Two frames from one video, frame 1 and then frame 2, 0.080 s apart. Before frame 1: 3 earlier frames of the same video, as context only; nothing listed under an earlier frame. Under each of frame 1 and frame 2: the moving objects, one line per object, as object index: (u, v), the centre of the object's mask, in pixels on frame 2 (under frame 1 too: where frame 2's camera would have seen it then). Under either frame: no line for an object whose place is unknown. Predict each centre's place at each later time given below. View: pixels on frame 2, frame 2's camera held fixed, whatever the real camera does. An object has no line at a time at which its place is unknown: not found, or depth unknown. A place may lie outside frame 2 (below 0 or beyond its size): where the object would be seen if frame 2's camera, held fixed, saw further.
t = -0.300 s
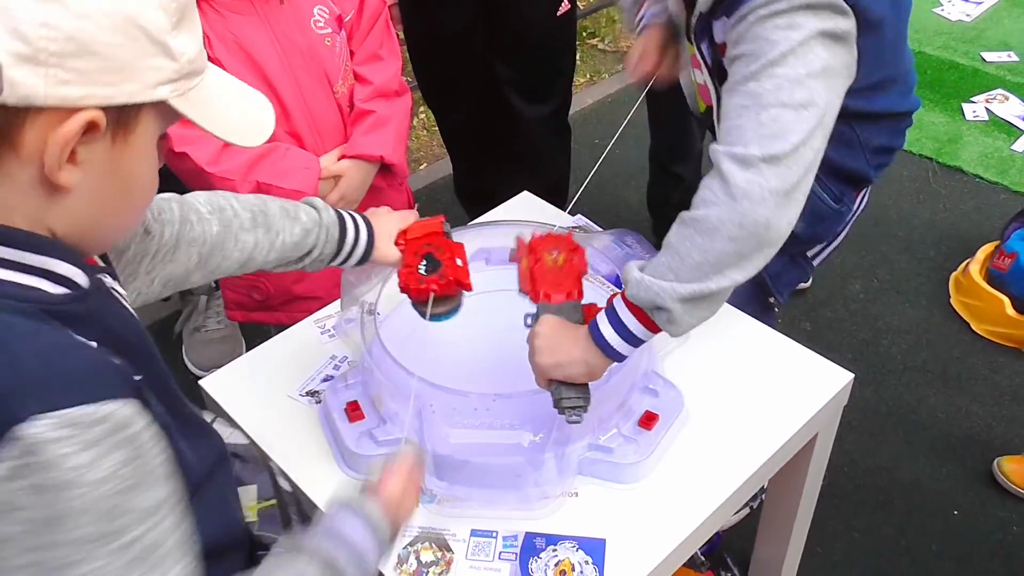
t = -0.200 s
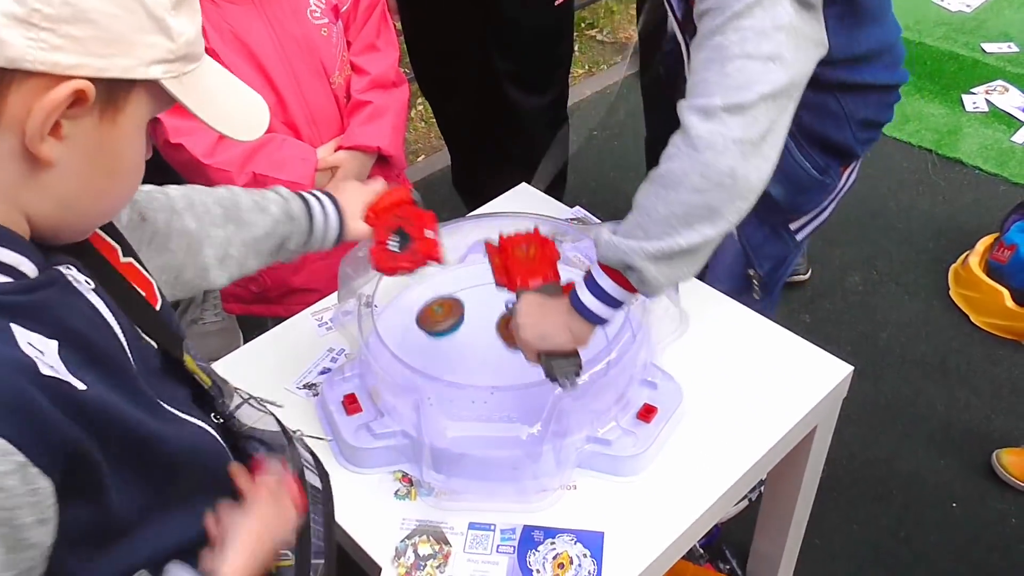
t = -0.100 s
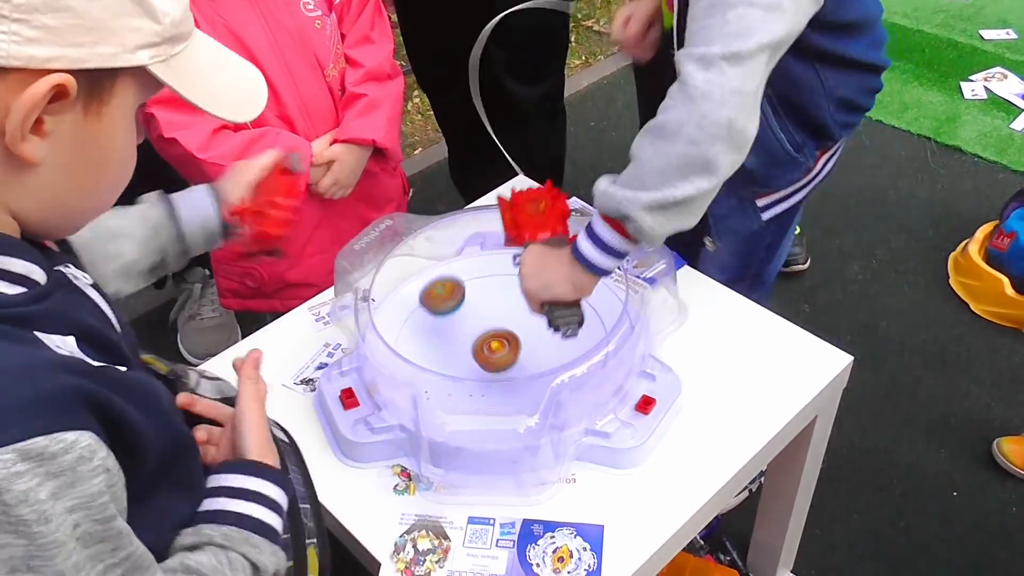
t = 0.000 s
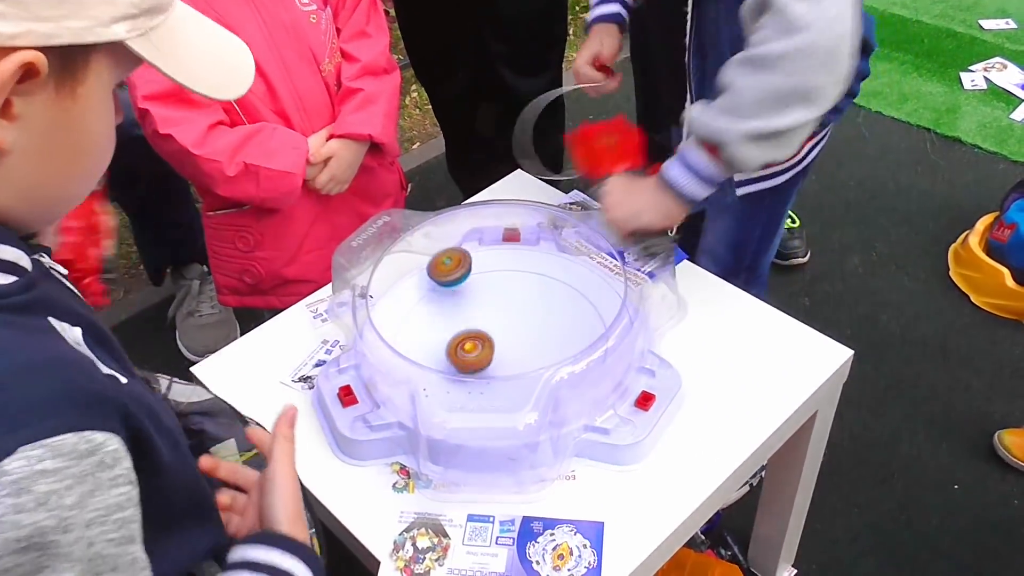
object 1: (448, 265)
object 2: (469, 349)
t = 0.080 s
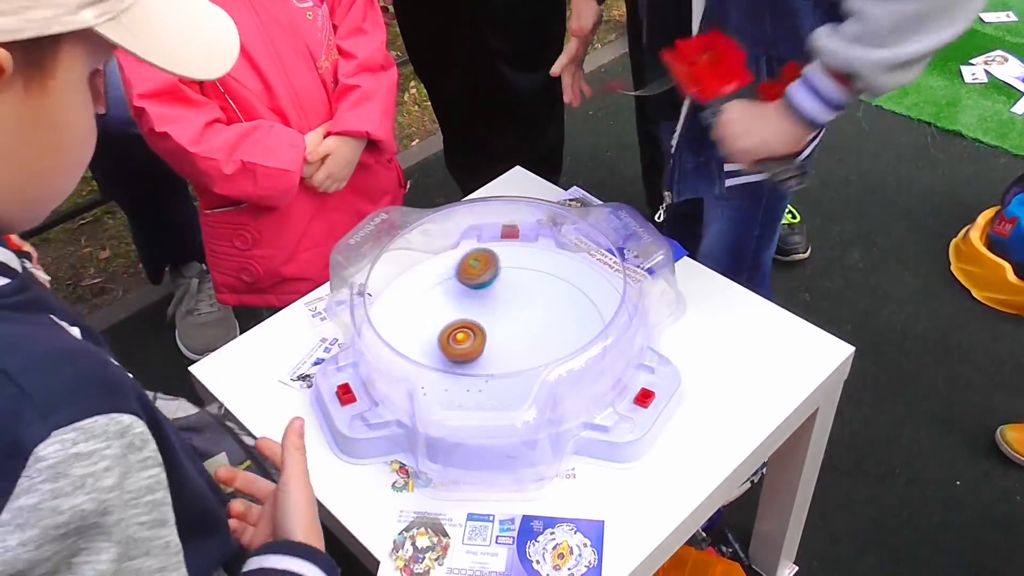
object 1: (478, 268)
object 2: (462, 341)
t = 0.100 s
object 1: (489, 273)
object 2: (462, 341)
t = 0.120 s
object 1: (499, 280)
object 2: (461, 340)
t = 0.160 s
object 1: (520, 297)
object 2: (461, 332)
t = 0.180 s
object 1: (527, 299)
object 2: (461, 328)
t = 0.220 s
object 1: (542, 311)
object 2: (462, 320)
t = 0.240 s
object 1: (548, 316)
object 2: (464, 317)
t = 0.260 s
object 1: (552, 320)
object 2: (466, 313)
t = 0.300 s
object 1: (560, 329)
